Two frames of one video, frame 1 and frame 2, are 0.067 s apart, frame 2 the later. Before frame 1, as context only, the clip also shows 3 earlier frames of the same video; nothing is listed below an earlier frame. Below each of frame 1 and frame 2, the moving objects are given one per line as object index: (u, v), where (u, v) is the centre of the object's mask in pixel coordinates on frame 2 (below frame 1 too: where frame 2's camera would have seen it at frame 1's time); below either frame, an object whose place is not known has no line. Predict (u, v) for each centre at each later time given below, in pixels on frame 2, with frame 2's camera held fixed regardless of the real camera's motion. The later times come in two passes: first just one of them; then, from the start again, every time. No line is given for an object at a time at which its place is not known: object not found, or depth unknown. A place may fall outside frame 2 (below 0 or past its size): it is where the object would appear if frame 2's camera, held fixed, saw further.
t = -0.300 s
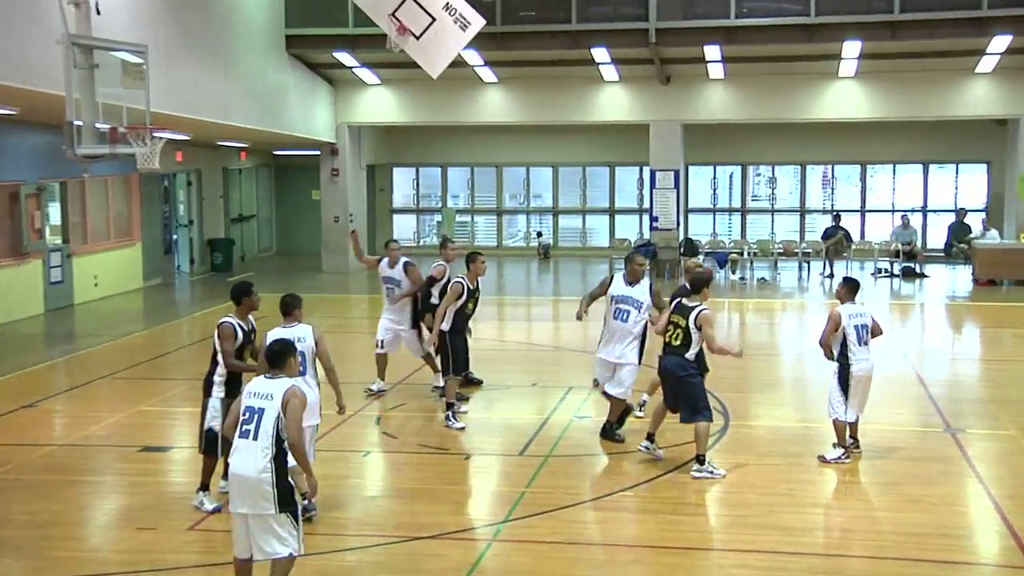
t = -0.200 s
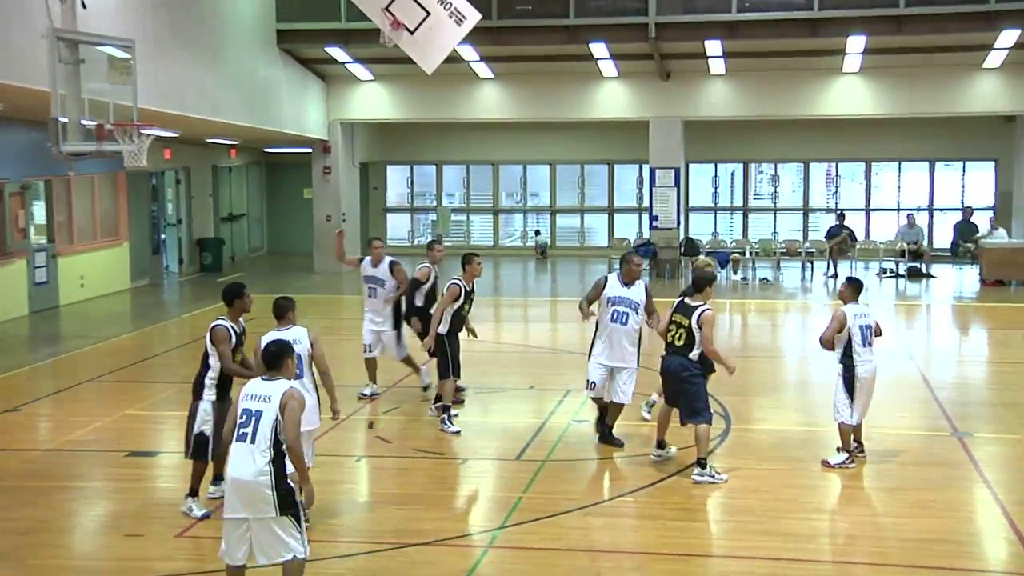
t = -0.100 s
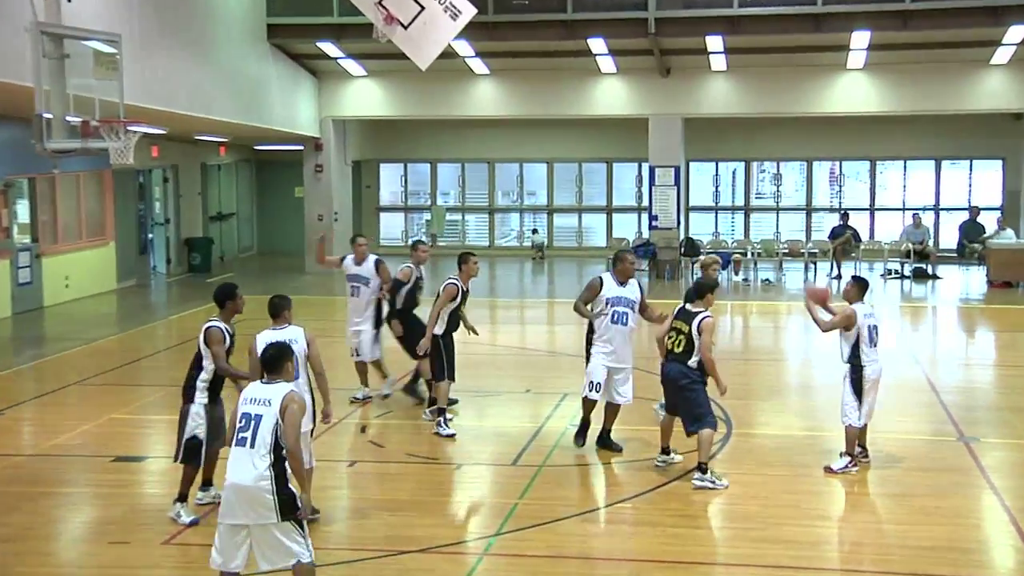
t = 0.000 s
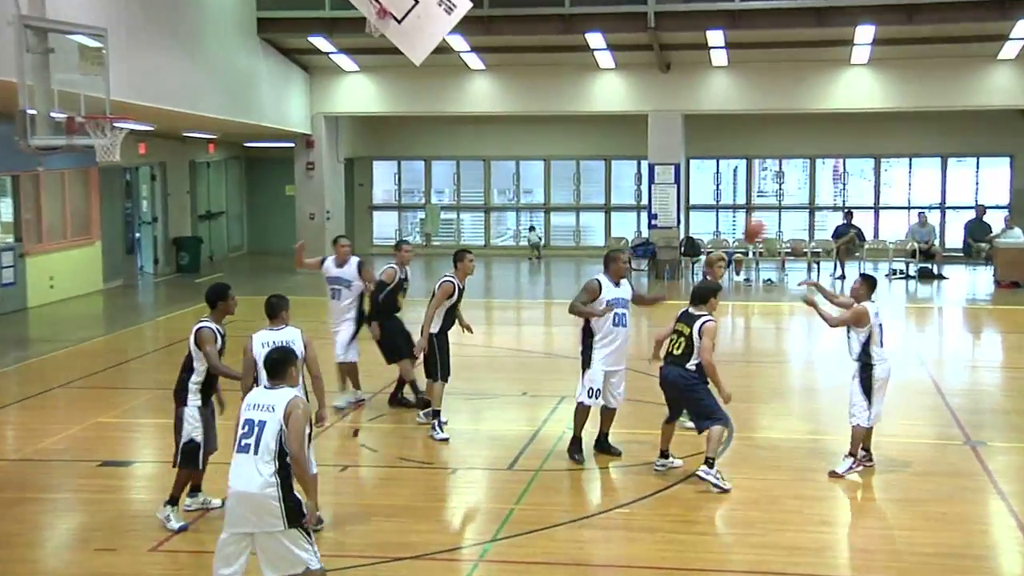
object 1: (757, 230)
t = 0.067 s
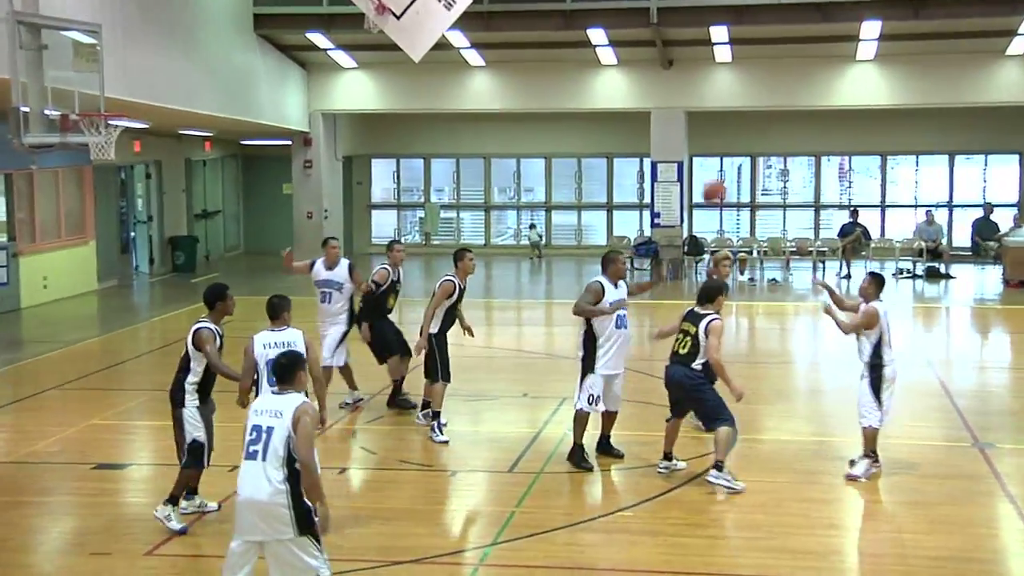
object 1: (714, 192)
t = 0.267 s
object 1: (584, 105)
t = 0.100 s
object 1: (690, 173)
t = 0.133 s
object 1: (669, 156)
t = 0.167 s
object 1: (646, 142)
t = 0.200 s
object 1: (627, 128)
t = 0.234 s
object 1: (607, 117)
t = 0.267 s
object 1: (584, 105)
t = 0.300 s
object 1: (562, 93)
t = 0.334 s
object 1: (542, 85)
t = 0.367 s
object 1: (523, 81)
